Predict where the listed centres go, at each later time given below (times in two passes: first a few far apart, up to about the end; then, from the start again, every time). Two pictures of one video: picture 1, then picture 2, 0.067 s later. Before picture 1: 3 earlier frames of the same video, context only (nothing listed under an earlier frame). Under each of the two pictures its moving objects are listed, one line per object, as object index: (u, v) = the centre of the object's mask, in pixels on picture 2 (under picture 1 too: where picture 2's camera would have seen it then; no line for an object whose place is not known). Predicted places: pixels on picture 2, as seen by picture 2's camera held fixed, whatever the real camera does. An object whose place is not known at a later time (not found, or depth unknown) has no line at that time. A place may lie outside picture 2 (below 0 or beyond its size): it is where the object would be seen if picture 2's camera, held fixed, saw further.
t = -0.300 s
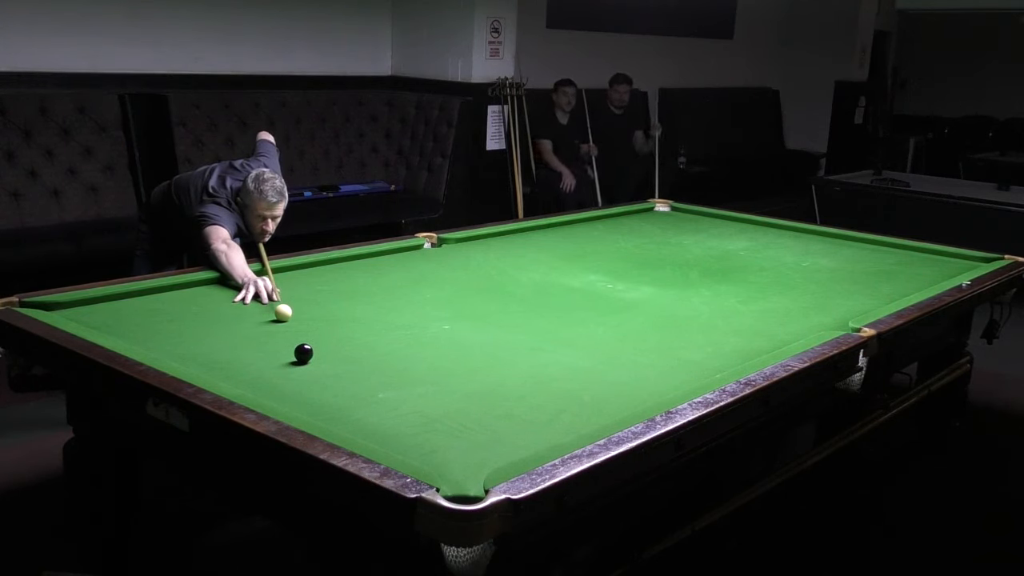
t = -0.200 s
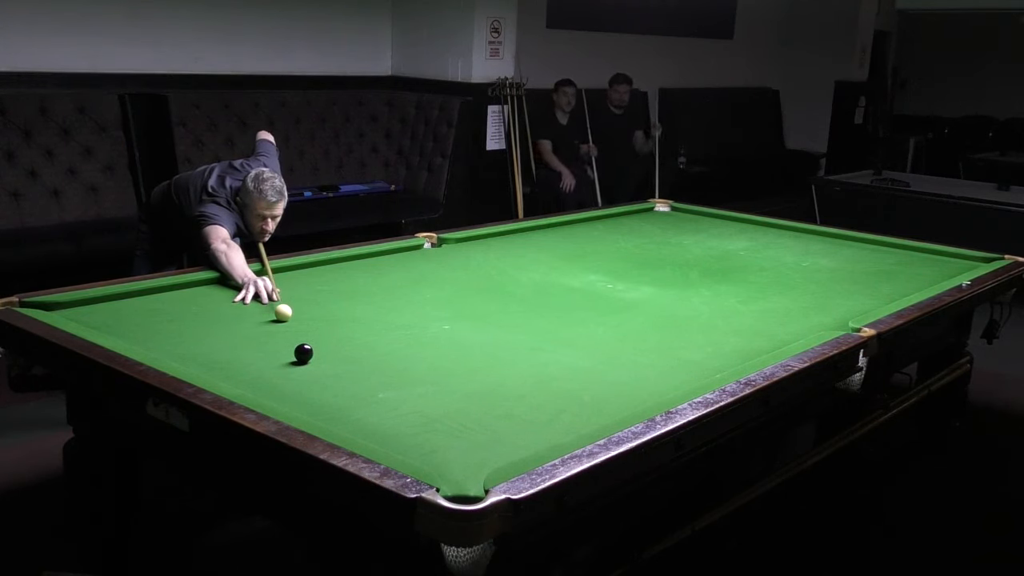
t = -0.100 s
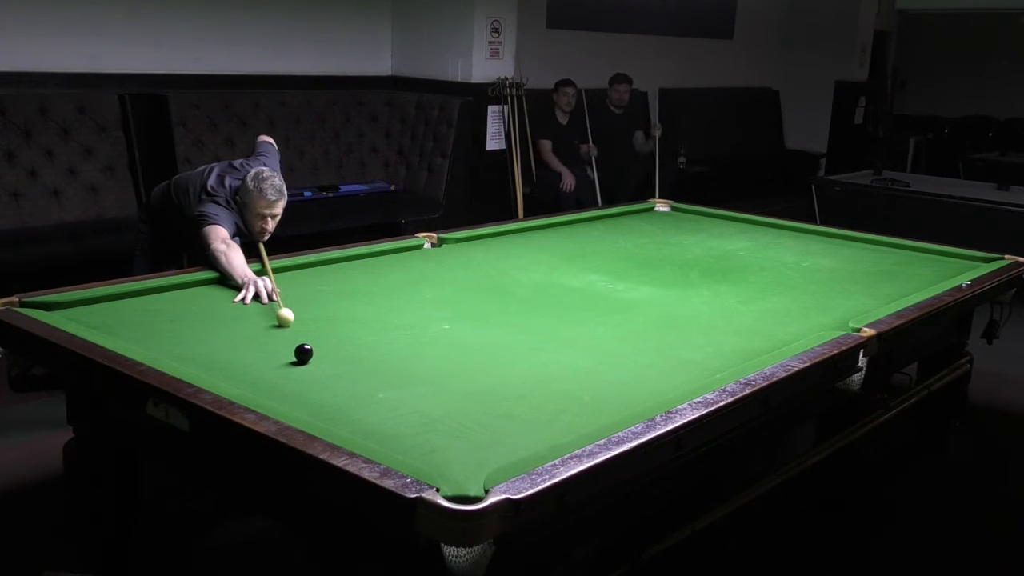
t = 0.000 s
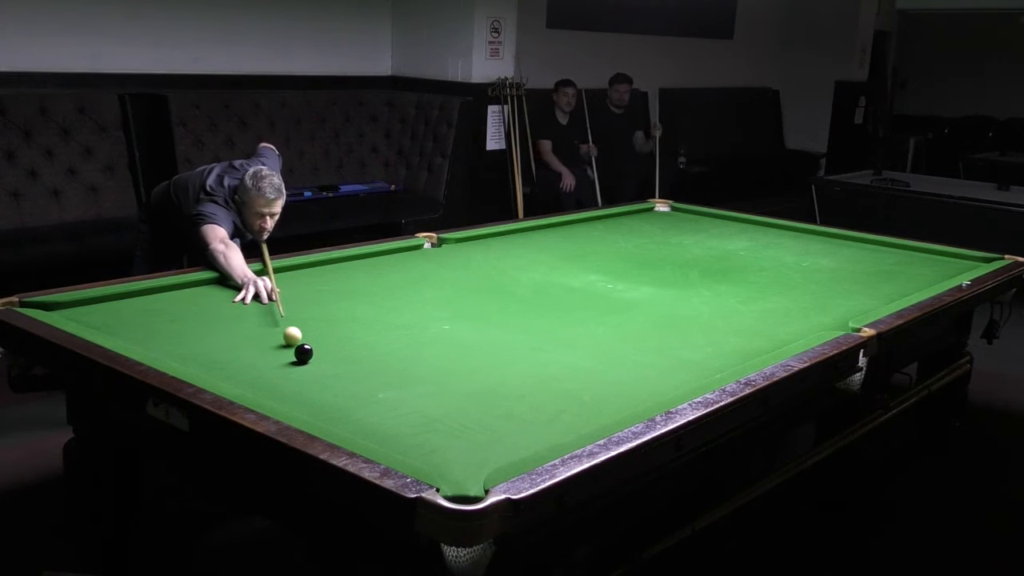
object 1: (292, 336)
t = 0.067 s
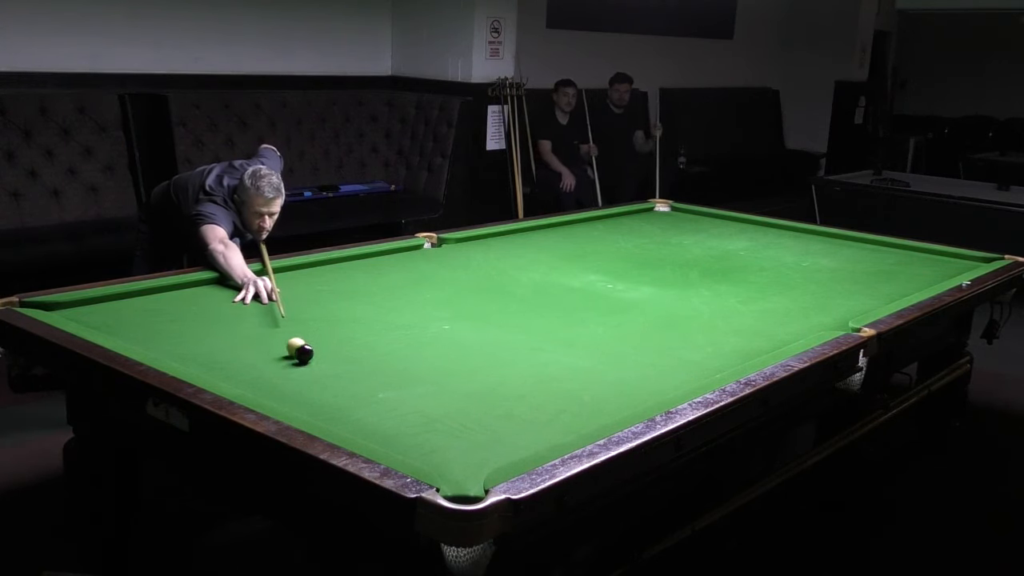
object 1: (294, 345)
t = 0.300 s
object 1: (268, 360)
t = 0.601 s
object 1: (236, 380)
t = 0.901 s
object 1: (275, 381)
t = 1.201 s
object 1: (320, 377)
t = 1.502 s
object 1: (360, 374)
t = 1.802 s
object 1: (397, 371)
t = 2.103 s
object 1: (429, 369)
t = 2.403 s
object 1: (458, 367)
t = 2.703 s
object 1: (484, 365)
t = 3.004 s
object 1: (506, 364)
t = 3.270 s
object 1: (523, 363)
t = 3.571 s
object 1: (540, 361)
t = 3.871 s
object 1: (554, 361)
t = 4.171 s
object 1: (565, 360)
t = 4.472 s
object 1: (574, 359)
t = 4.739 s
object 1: (580, 359)
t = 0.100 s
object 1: (290, 348)
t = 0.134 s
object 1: (288, 349)
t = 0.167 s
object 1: (283, 351)
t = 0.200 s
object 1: (278, 353)
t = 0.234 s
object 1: (276, 354)
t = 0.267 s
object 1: (272, 357)
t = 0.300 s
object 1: (268, 360)
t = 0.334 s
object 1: (266, 361)
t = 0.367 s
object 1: (262, 365)
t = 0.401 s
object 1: (257, 367)
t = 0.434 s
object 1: (255, 369)
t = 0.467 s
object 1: (251, 372)
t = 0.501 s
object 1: (247, 375)
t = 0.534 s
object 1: (244, 376)
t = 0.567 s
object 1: (240, 379)
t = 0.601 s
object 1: (236, 380)
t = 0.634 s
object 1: (235, 381)
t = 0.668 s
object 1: (237, 382)
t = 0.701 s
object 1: (243, 382)
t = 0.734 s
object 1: (246, 383)
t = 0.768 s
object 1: (253, 383)
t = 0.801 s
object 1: (259, 383)
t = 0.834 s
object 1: (263, 382)
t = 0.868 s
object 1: (269, 382)
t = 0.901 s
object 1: (275, 381)
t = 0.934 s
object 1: (279, 381)
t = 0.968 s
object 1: (285, 380)
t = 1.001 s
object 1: (291, 380)
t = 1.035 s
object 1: (294, 379)
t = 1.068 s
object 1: (300, 379)
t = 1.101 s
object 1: (306, 378)
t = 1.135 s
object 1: (309, 378)
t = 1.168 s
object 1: (314, 378)
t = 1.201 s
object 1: (320, 377)
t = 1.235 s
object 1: (323, 377)
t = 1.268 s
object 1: (328, 377)
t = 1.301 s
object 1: (334, 376)
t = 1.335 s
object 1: (337, 376)
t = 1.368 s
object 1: (342, 375)
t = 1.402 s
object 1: (348, 375)
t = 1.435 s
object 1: (350, 375)
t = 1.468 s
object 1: (355, 374)
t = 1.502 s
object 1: (360, 374)
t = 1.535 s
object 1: (363, 374)
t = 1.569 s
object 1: (368, 373)
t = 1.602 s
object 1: (373, 373)
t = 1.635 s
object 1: (376, 373)
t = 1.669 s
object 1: (381, 372)
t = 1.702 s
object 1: (385, 372)
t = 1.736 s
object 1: (388, 372)
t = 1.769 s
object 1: (392, 371)
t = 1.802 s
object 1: (397, 371)
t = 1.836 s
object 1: (399, 371)
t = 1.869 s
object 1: (404, 371)
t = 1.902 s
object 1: (408, 370)
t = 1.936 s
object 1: (410, 370)
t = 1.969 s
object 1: (415, 370)
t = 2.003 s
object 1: (419, 370)
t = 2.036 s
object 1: (421, 369)
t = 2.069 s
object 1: (425, 369)
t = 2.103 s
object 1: (429, 369)
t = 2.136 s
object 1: (431, 368)
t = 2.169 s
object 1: (435, 369)
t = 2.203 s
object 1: (439, 368)
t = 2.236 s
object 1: (441, 368)
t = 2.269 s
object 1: (445, 368)
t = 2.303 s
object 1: (449, 367)
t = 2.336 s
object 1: (451, 367)
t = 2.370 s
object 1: (454, 367)
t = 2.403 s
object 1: (458, 367)
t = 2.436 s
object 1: (460, 367)
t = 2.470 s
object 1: (463, 366)
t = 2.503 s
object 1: (467, 366)
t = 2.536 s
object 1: (469, 366)
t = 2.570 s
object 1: (472, 366)
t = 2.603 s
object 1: (476, 366)
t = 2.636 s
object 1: (477, 365)
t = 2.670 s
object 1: (481, 365)
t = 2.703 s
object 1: (484, 365)
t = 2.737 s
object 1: (485, 365)
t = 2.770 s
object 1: (488, 365)
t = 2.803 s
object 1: (491, 365)
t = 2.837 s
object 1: (493, 365)
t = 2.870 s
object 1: (496, 364)
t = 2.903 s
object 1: (499, 364)
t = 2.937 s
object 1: (500, 364)
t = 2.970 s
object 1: (503, 364)
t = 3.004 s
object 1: (506, 364)
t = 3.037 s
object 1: (507, 364)
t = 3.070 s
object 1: (510, 363)
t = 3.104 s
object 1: (513, 363)
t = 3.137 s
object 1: (514, 363)
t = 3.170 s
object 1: (517, 363)
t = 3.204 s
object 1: (519, 363)
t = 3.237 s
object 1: (521, 363)
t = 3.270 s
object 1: (523, 363)
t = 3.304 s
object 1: (525, 363)
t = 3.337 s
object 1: (526, 362)
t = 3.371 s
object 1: (529, 362)
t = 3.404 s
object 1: (531, 362)
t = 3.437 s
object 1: (532, 362)
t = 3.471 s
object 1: (534, 362)
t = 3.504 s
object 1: (537, 362)
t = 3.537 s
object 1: (538, 362)
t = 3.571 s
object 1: (540, 361)
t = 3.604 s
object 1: (542, 361)
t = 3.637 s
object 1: (543, 361)
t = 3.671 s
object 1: (545, 361)
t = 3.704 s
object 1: (547, 361)
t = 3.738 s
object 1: (548, 361)
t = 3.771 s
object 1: (550, 361)
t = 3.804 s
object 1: (551, 361)
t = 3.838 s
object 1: (552, 361)
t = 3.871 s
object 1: (554, 361)
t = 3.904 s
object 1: (556, 361)
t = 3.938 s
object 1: (556, 361)
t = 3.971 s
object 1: (558, 360)
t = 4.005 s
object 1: (560, 360)
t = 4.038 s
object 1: (561, 360)
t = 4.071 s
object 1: (562, 360)
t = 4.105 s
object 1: (563, 360)
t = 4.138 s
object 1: (565, 360)
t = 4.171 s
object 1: (565, 360)
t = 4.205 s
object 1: (567, 360)
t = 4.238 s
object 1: (568, 360)
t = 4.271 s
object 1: (569, 360)
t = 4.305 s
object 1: (570, 360)
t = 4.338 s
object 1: (571, 359)
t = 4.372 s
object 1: (572, 359)
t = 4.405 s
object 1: (573, 359)
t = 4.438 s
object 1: (574, 359)
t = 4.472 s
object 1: (574, 359)
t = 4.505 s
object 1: (575, 359)
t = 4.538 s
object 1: (576, 359)
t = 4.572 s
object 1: (576, 359)
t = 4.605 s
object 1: (577, 359)
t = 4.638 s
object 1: (578, 359)
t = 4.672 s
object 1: (578, 359)
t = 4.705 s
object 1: (579, 359)
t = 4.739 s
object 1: (580, 359)
